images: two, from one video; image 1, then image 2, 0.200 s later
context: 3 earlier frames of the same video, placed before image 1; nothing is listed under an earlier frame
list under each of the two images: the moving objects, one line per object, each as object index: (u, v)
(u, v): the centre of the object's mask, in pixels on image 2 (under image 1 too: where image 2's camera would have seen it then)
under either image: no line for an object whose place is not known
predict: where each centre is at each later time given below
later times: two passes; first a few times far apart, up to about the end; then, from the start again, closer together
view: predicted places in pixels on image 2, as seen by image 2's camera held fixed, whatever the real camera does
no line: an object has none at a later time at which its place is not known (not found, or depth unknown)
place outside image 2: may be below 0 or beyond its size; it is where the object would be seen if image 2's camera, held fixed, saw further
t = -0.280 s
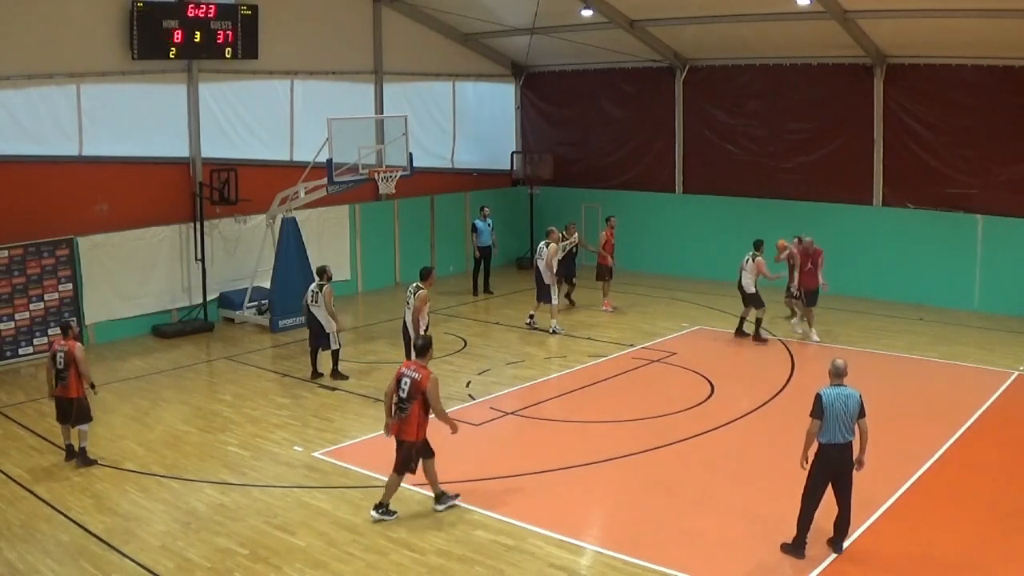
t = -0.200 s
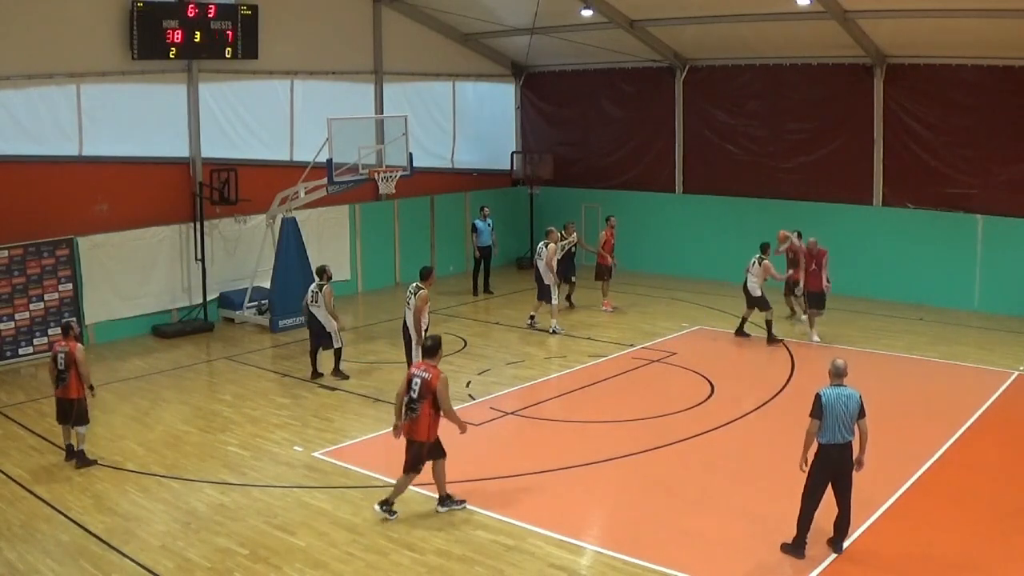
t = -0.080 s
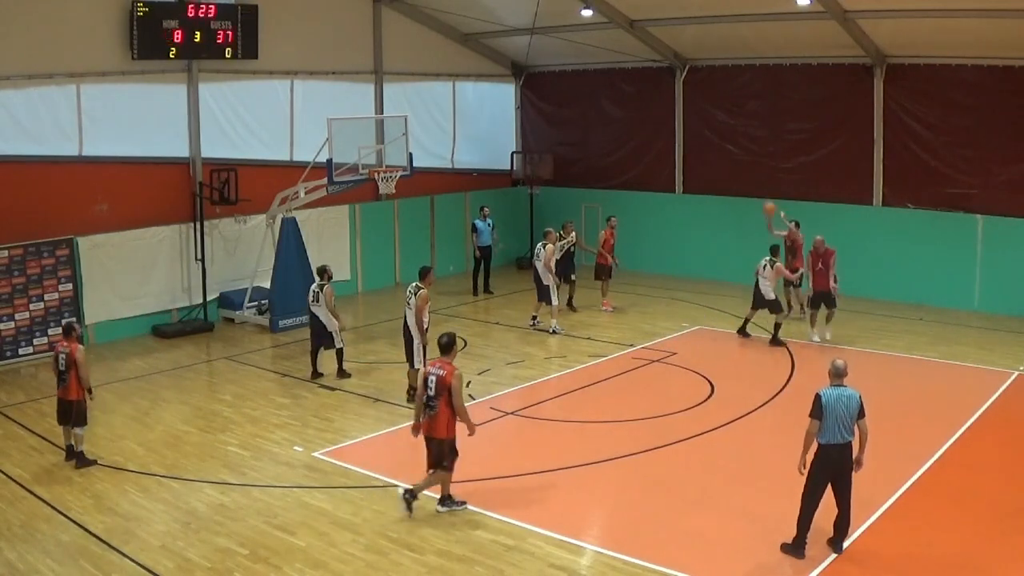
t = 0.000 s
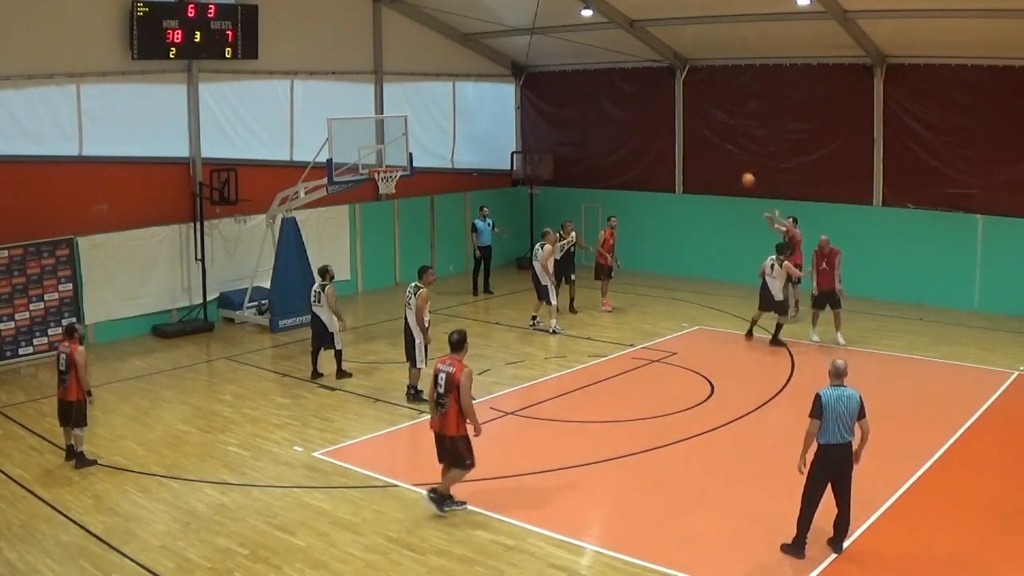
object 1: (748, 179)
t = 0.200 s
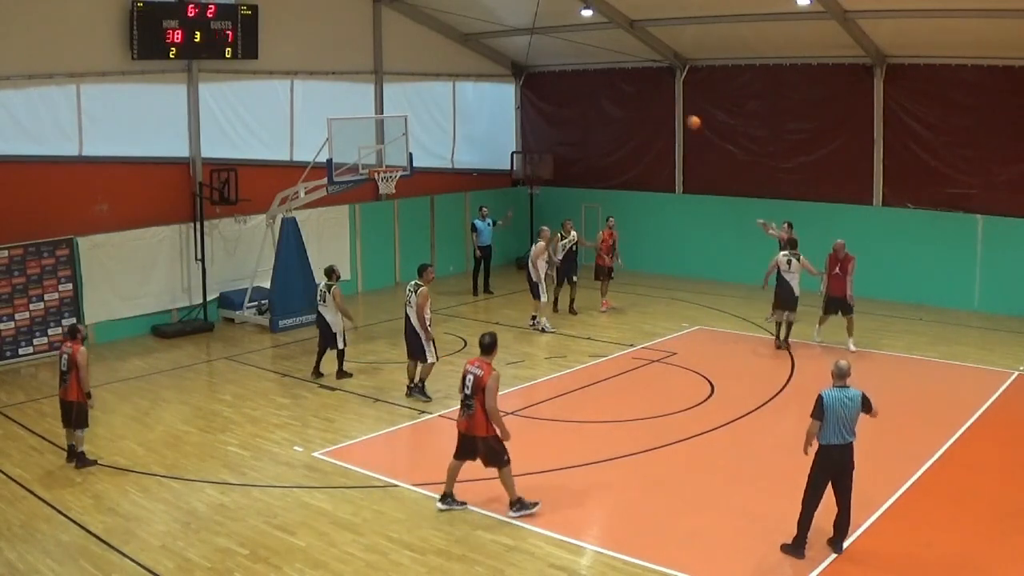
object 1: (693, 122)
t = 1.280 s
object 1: (378, 185)
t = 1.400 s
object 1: (378, 184)
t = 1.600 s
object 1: (388, 210)
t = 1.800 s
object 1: (397, 261)
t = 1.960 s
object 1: (403, 315)
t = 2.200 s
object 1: (410, 296)
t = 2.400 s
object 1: (414, 261)
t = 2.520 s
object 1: (416, 250)
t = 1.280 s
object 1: (378, 185)
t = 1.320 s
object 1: (377, 179)
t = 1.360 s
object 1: (377, 181)
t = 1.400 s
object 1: (378, 184)
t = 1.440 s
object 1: (380, 188)
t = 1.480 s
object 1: (381, 193)
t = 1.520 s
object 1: (384, 196)
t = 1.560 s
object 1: (386, 204)
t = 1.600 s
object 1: (388, 210)
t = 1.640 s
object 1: (389, 219)
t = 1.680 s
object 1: (390, 228)
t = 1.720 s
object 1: (392, 238)
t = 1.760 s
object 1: (394, 248)
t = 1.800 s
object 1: (397, 261)
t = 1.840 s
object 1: (399, 273)
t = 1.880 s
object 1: (401, 286)
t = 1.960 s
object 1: (403, 315)
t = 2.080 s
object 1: (408, 328)
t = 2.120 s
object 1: (409, 315)
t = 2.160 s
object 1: (409, 305)
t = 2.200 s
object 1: (410, 296)
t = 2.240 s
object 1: (410, 286)
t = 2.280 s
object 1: (411, 278)
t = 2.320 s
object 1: (412, 272)
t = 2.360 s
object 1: (413, 265)
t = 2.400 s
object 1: (414, 261)
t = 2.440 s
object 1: (414, 256)
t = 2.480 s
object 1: (416, 253)
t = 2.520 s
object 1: (416, 250)
